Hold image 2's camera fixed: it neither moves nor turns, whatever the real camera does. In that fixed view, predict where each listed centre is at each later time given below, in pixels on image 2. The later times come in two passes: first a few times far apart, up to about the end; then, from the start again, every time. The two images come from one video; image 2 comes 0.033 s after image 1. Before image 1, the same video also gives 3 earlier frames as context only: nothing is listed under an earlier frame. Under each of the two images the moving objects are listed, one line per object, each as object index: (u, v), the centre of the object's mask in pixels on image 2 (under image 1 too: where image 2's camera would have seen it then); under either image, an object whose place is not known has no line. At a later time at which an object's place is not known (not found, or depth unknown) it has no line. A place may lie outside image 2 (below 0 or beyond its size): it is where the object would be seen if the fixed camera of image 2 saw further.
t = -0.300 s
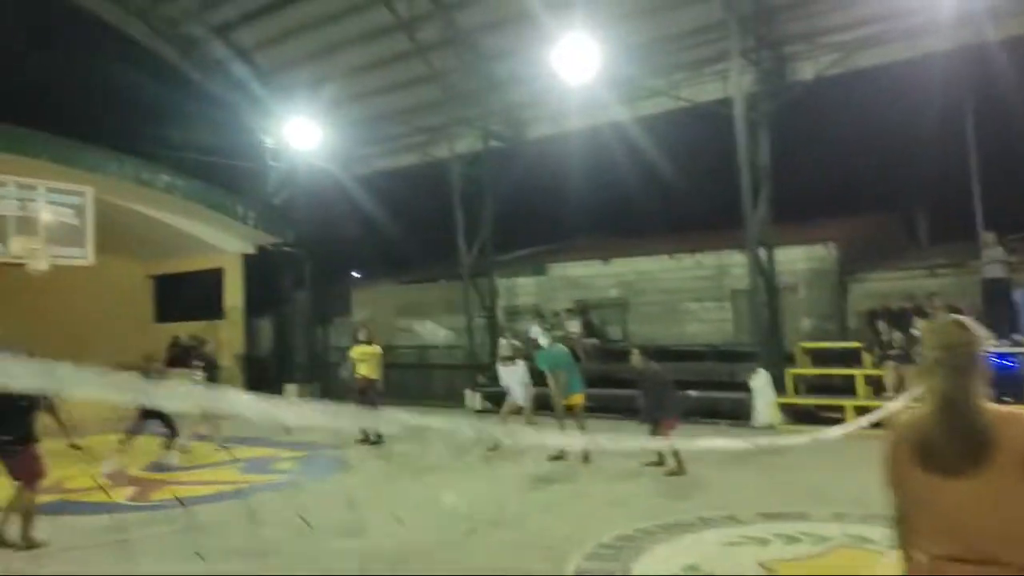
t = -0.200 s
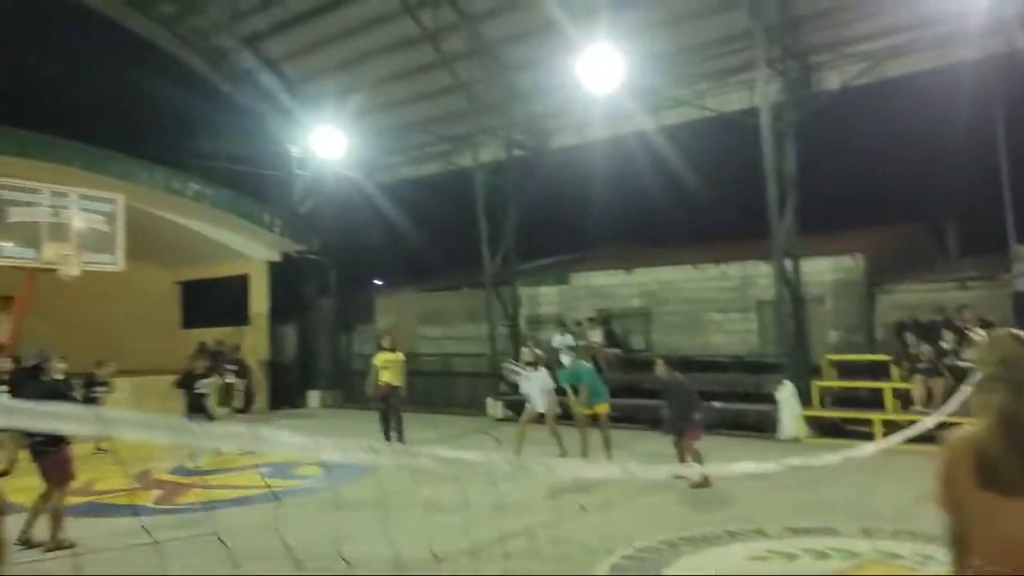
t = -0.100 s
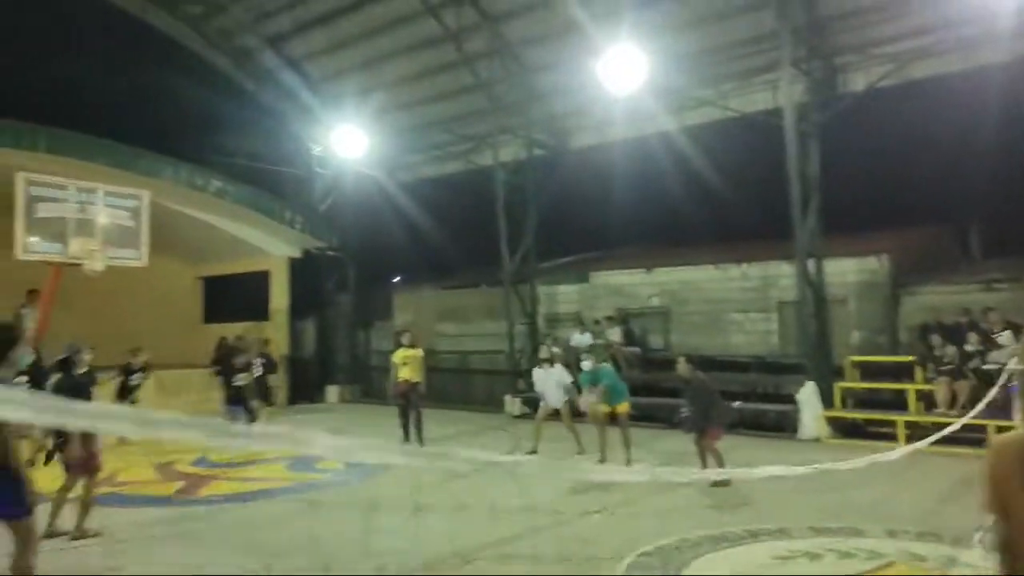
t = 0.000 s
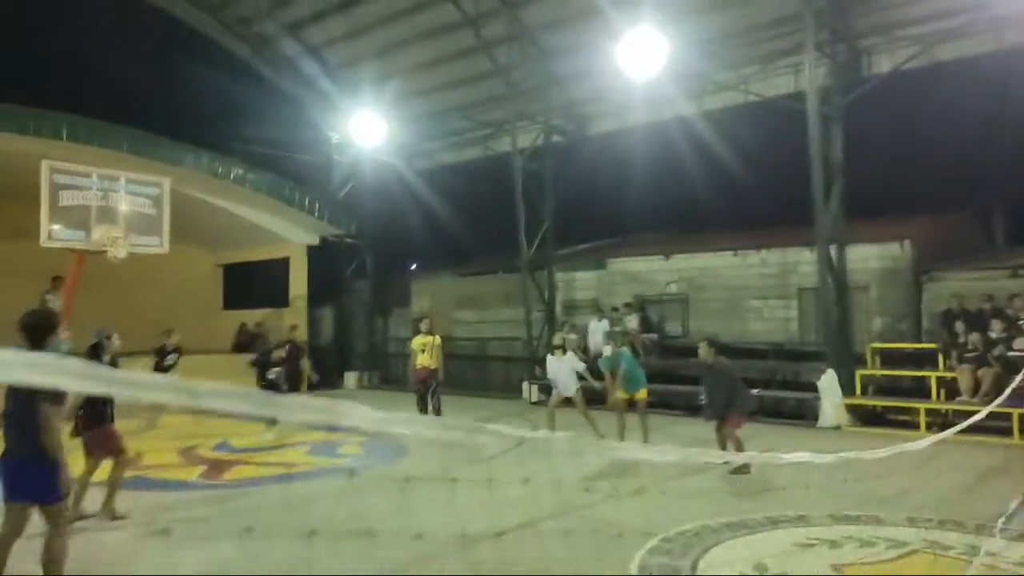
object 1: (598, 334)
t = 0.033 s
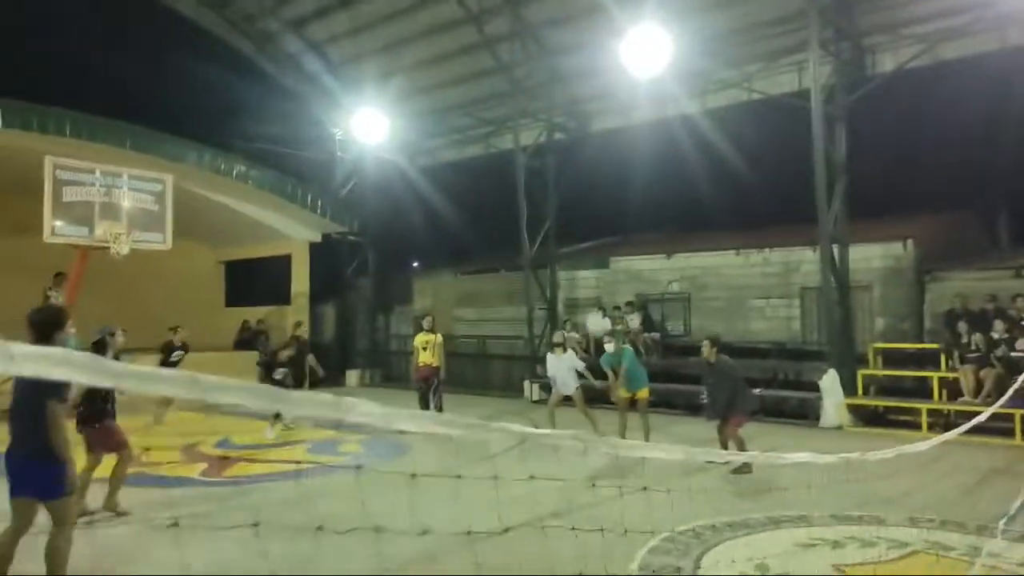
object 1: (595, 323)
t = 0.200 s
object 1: (576, 256)
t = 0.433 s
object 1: (551, 190)
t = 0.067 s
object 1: (590, 308)
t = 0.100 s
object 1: (586, 292)
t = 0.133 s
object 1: (584, 282)
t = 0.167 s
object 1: (580, 267)
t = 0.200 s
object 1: (576, 256)
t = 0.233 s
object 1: (573, 245)
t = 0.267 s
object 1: (569, 234)
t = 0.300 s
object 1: (565, 224)
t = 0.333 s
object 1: (562, 214)
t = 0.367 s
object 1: (558, 205)
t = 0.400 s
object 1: (554, 198)
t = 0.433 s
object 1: (551, 190)
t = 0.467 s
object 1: (547, 184)
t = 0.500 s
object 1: (544, 179)
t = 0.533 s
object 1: (540, 175)
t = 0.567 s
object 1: (534, 171)
